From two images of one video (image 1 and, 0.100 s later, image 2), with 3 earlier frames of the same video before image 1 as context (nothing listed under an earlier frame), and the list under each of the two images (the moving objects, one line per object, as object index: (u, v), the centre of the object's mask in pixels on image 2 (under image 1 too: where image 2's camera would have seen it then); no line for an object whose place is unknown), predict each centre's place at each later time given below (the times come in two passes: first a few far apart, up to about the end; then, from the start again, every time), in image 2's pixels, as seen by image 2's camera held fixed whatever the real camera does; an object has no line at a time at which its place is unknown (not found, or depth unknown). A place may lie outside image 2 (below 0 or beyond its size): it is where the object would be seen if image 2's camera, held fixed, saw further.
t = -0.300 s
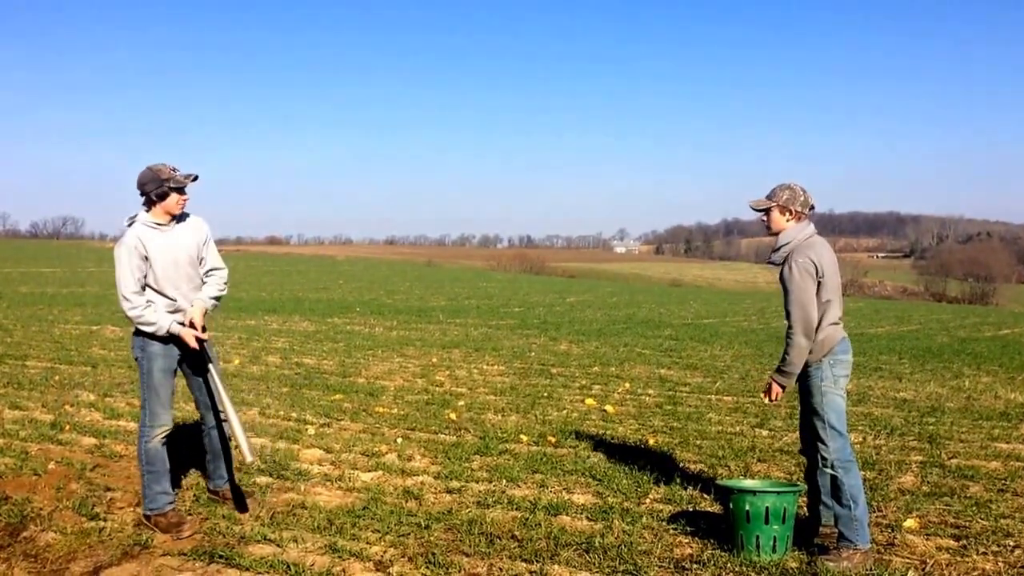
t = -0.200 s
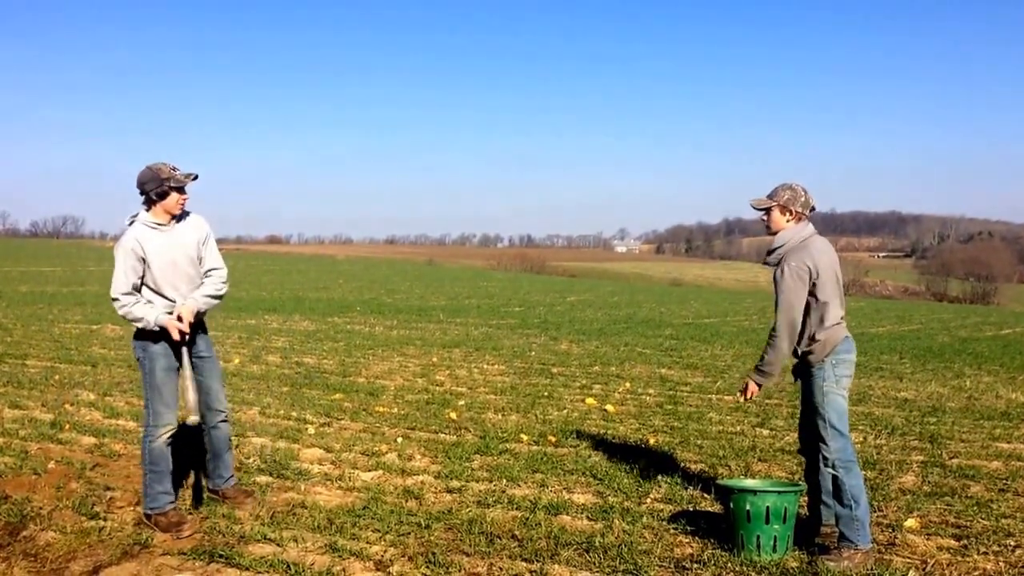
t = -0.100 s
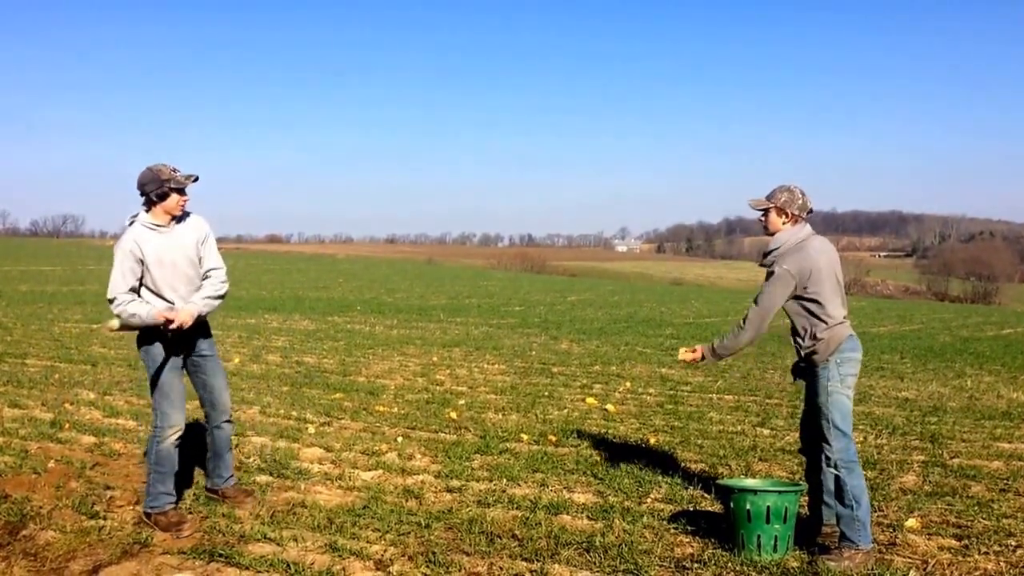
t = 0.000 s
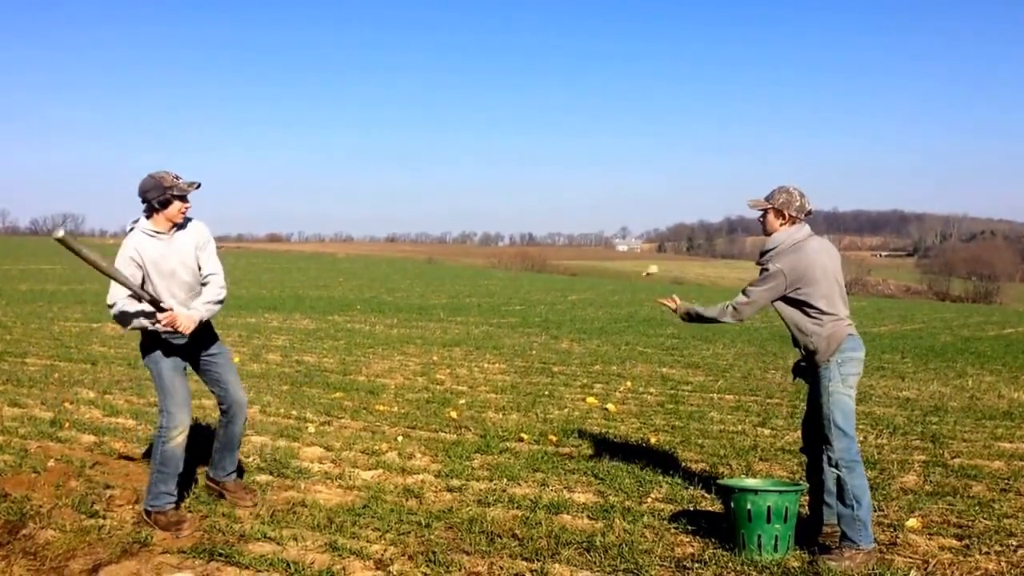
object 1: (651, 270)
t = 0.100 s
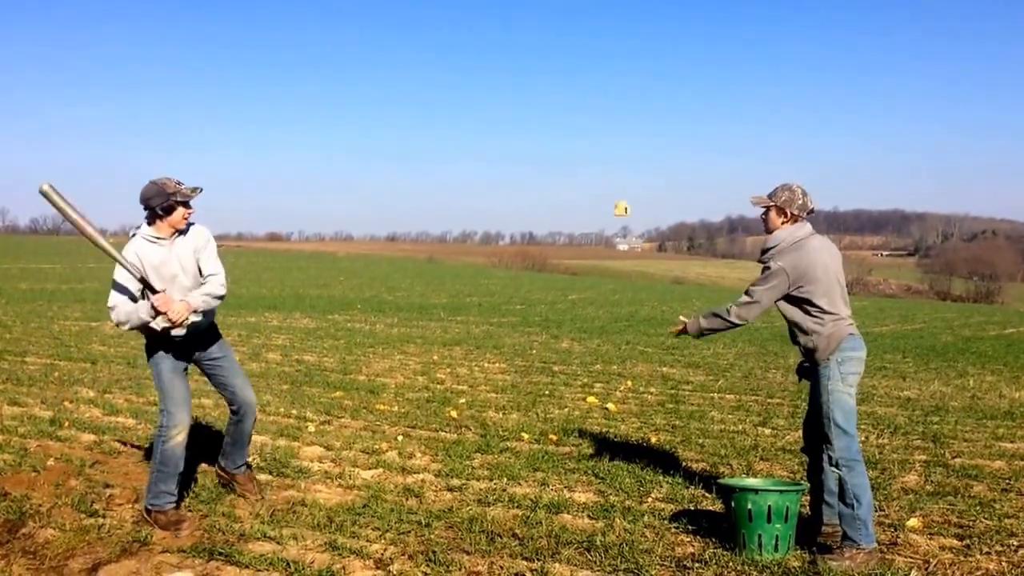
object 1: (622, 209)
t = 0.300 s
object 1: (567, 145)
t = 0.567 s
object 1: (504, 184)
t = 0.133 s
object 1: (612, 191)
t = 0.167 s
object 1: (602, 178)
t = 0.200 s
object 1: (593, 167)
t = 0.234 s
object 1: (584, 157)
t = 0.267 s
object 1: (575, 149)
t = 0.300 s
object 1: (567, 145)
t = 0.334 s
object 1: (558, 143)
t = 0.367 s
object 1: (550, 143)
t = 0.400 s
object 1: (541, 145)
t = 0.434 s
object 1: (534, 149)
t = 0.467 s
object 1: (525, 155)
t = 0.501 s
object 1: (517, 163)
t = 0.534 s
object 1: (510, 173)
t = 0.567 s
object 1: (504, 184)
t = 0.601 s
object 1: (496, 197)
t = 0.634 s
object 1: (489, 211)
